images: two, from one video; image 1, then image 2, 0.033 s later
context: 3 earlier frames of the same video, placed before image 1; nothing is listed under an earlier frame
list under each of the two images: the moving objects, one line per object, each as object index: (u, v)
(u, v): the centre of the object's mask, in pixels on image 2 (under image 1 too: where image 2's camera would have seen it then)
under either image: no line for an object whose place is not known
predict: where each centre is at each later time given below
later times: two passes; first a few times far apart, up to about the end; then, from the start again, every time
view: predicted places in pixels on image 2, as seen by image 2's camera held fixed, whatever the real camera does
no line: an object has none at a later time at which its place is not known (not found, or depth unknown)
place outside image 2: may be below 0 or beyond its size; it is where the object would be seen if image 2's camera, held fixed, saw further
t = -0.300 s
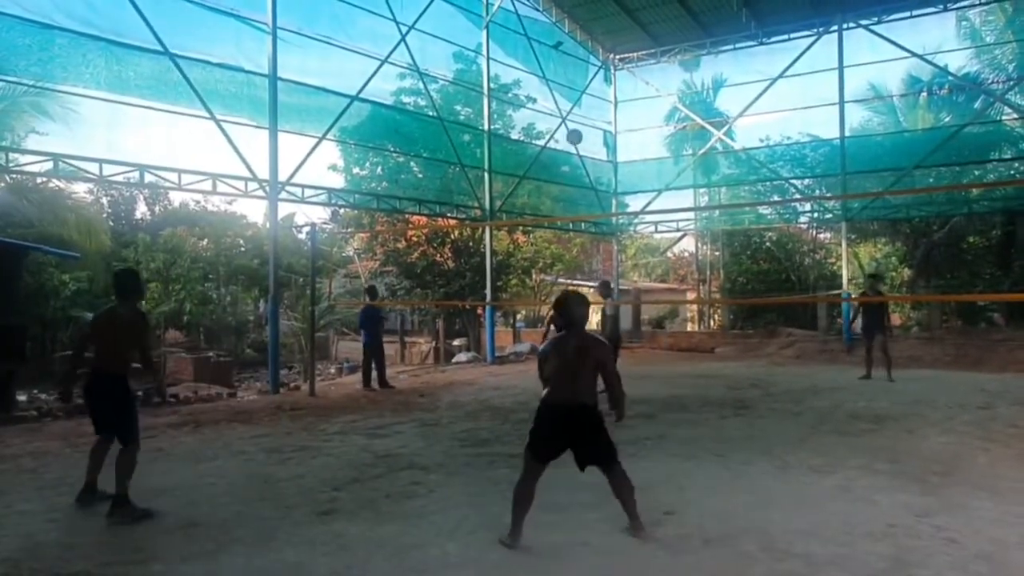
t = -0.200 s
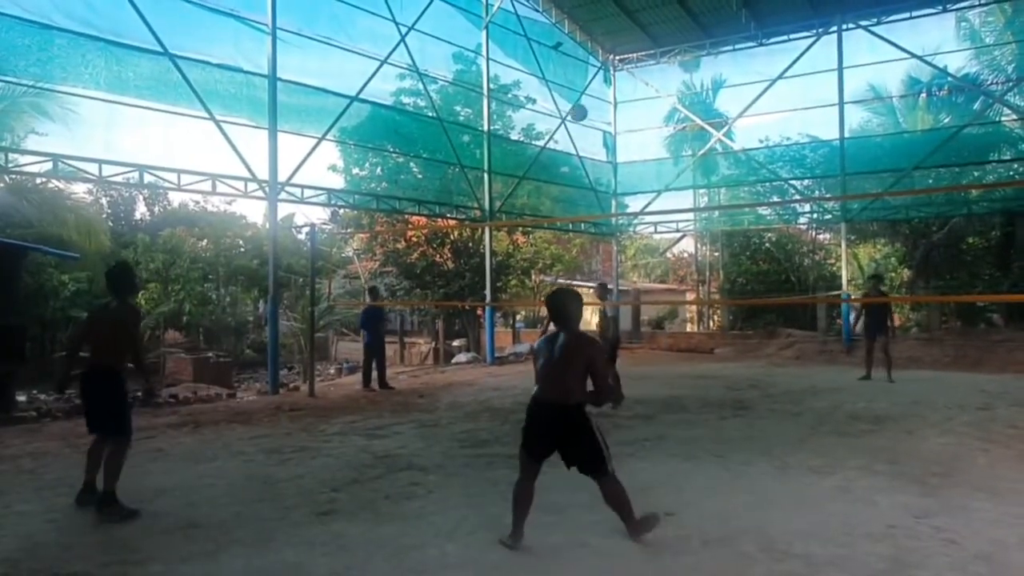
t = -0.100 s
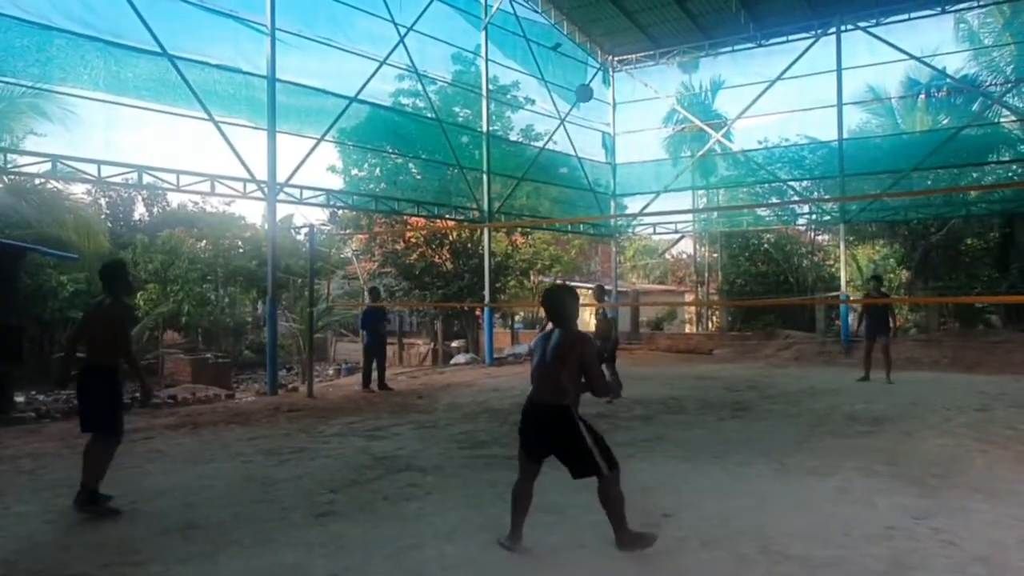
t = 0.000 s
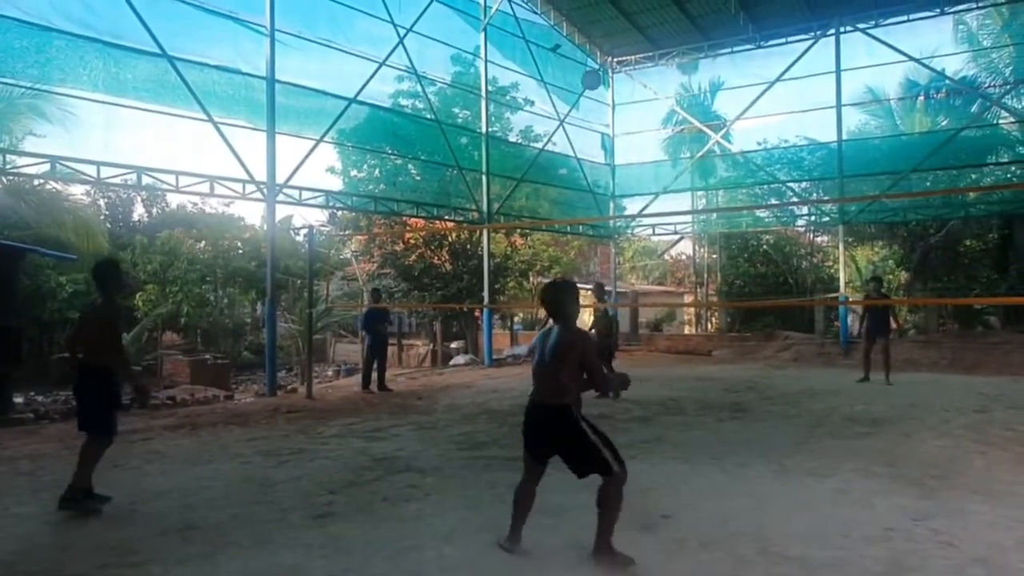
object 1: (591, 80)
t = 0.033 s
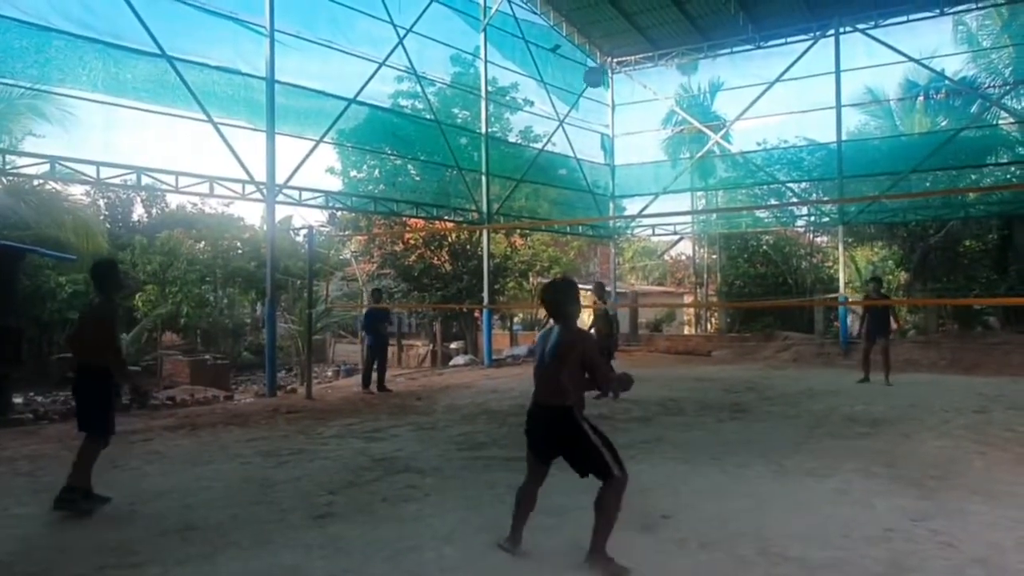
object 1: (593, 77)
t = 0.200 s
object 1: (612, 76)
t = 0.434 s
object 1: (656, 140)
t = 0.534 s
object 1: (683, 207)
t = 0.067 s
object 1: (596, 75)
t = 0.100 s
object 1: (601, 74)
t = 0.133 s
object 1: (605, 74)
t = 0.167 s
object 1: (608, 75)
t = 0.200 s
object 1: (612, 76)
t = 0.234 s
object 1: (618, 81)
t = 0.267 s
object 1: (623, 85)
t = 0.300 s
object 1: (628, 93)
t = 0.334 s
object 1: (634, 101)
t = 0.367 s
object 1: (641, 112)
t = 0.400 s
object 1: (648, 125)
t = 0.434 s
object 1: (656, 140)
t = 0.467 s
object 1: (664, 159)
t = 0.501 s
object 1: (673, 182)
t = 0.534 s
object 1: (683, 207)
